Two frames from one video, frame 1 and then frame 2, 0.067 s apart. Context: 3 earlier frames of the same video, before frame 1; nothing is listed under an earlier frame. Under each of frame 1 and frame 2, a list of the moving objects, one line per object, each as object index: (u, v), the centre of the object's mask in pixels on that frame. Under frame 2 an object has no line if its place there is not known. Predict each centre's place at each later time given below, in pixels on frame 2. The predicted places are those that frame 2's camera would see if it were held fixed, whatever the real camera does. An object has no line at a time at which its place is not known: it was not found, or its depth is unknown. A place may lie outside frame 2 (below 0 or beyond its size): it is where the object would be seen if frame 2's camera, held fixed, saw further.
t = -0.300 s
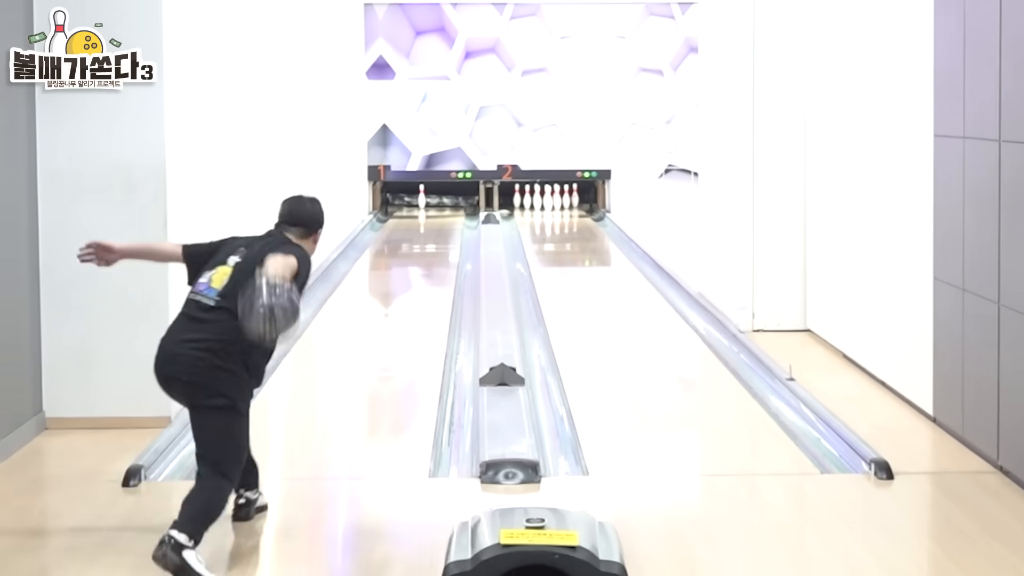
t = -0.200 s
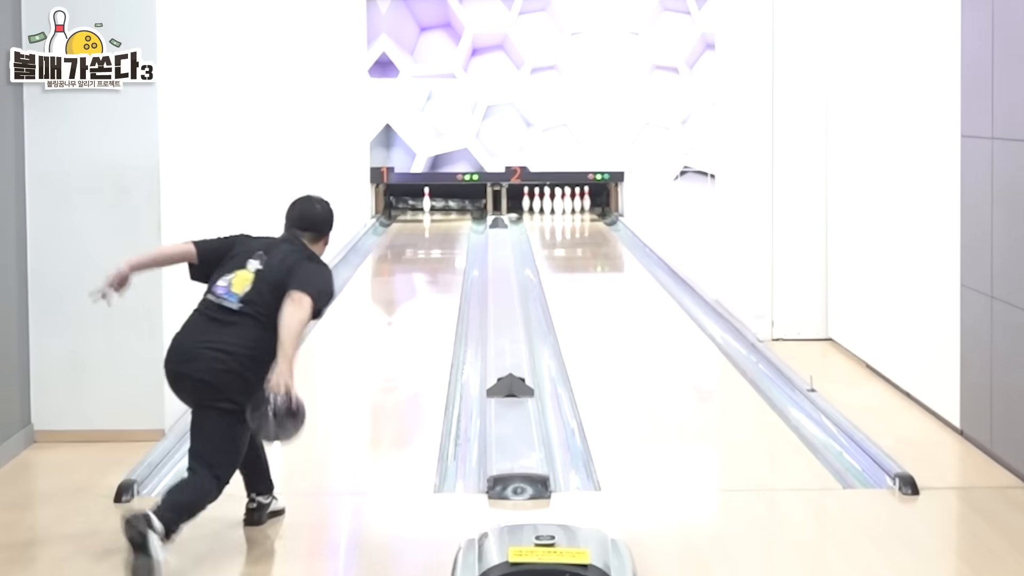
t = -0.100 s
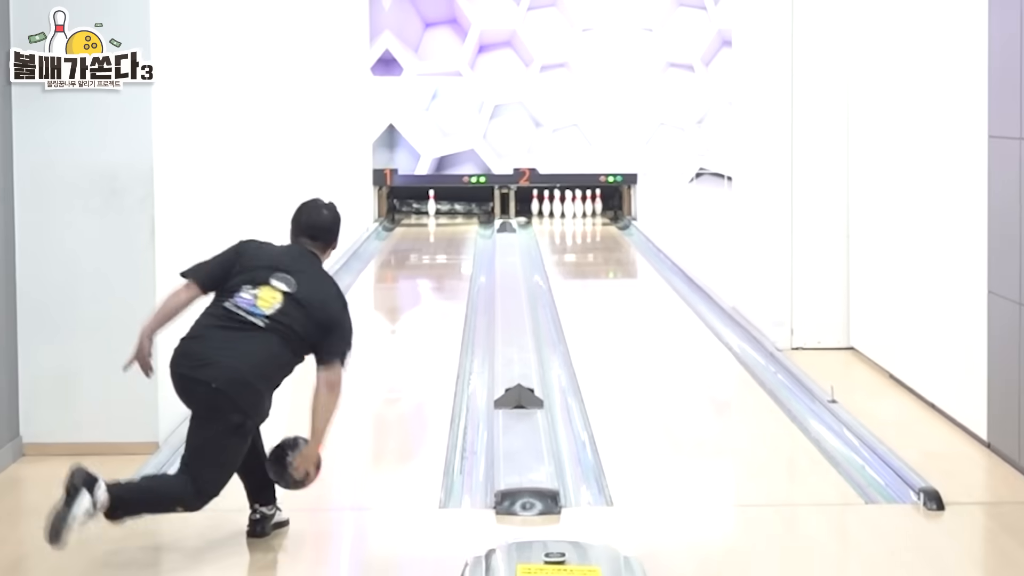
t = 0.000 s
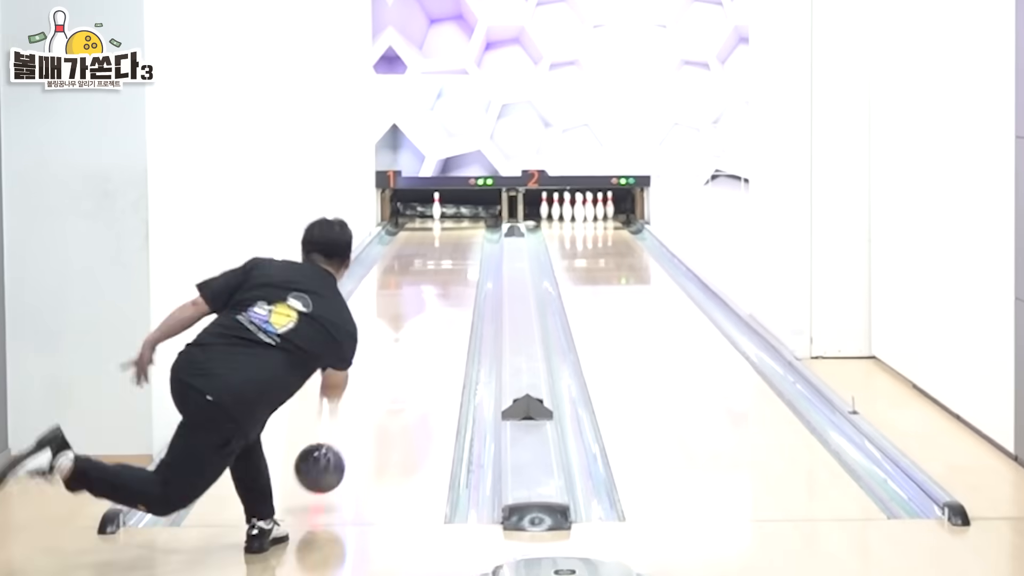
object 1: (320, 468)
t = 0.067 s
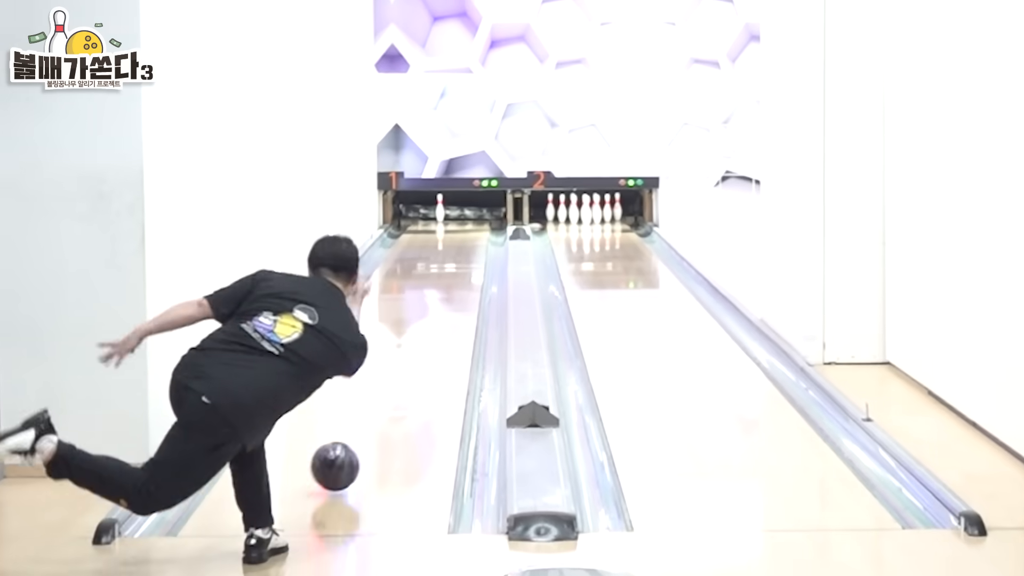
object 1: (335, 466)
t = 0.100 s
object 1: (342, 459)
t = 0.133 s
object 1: (348, 447)
